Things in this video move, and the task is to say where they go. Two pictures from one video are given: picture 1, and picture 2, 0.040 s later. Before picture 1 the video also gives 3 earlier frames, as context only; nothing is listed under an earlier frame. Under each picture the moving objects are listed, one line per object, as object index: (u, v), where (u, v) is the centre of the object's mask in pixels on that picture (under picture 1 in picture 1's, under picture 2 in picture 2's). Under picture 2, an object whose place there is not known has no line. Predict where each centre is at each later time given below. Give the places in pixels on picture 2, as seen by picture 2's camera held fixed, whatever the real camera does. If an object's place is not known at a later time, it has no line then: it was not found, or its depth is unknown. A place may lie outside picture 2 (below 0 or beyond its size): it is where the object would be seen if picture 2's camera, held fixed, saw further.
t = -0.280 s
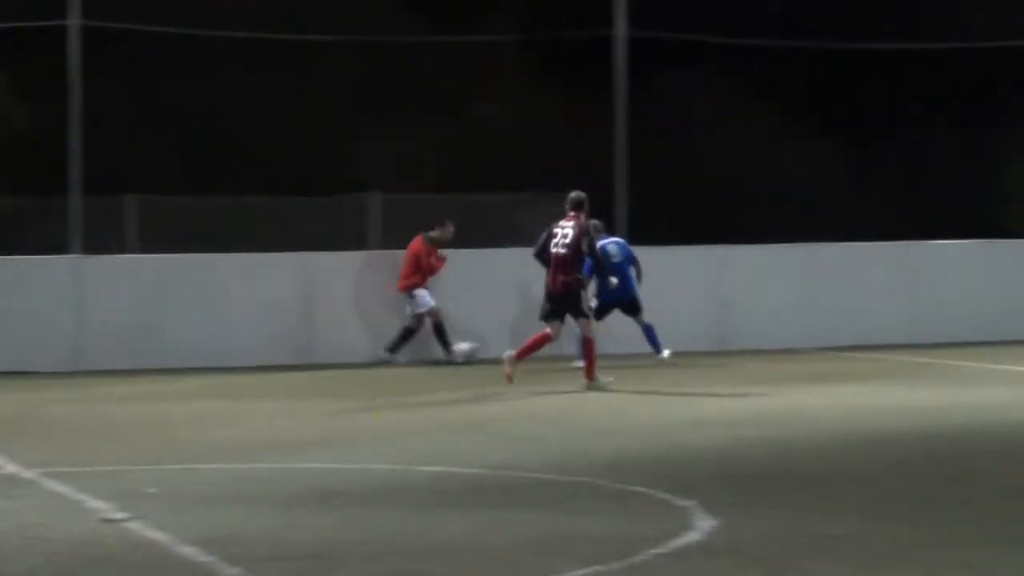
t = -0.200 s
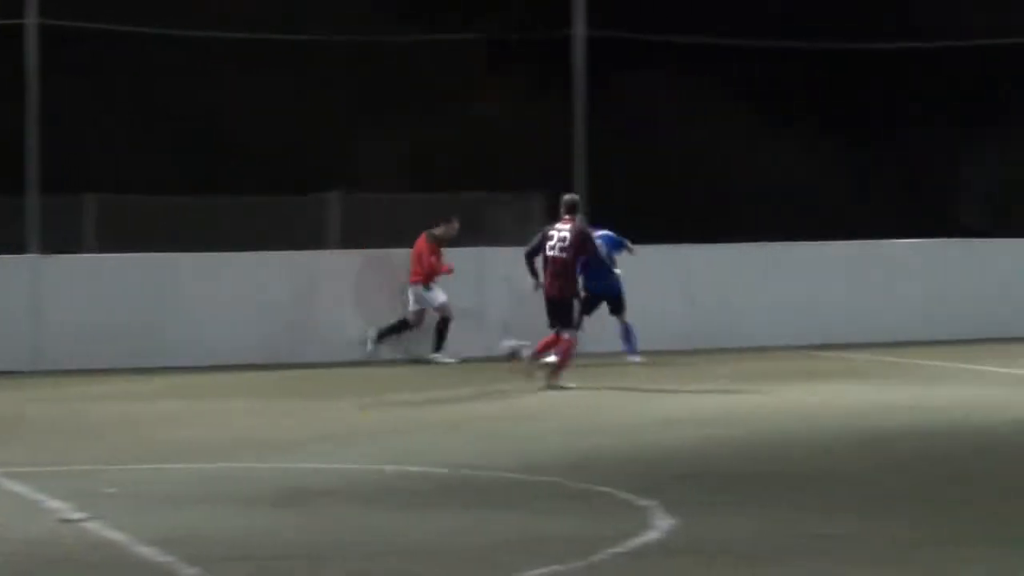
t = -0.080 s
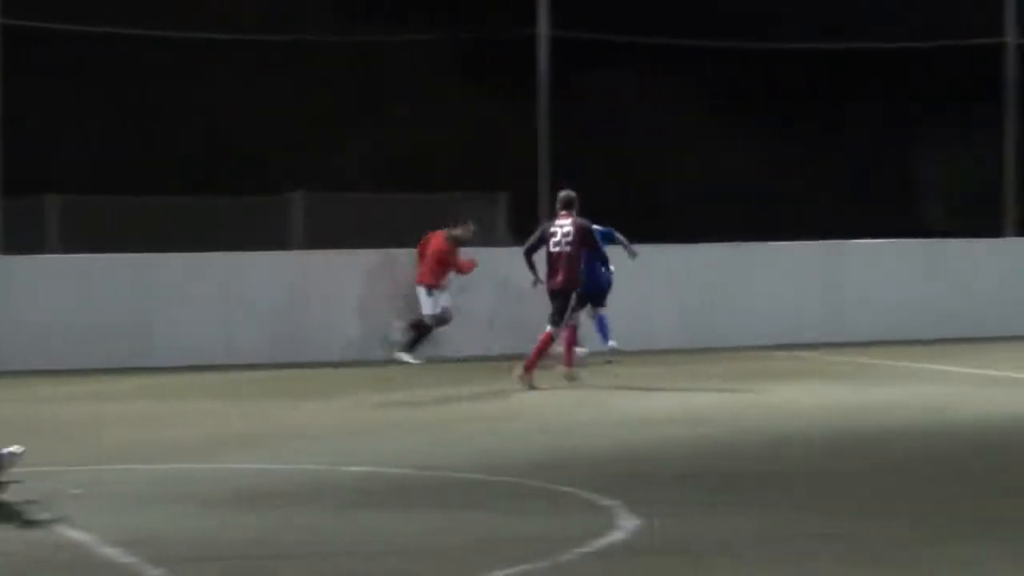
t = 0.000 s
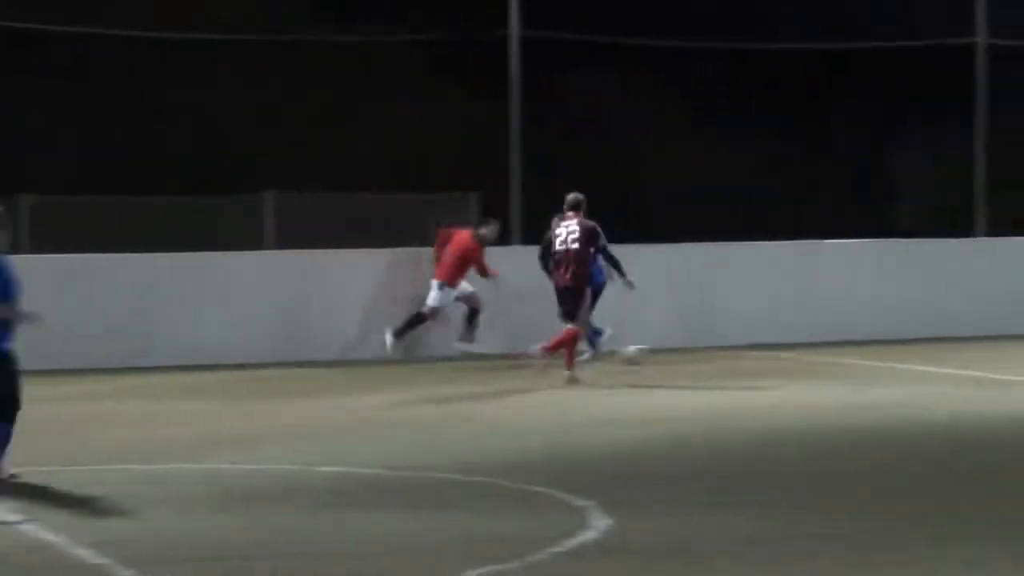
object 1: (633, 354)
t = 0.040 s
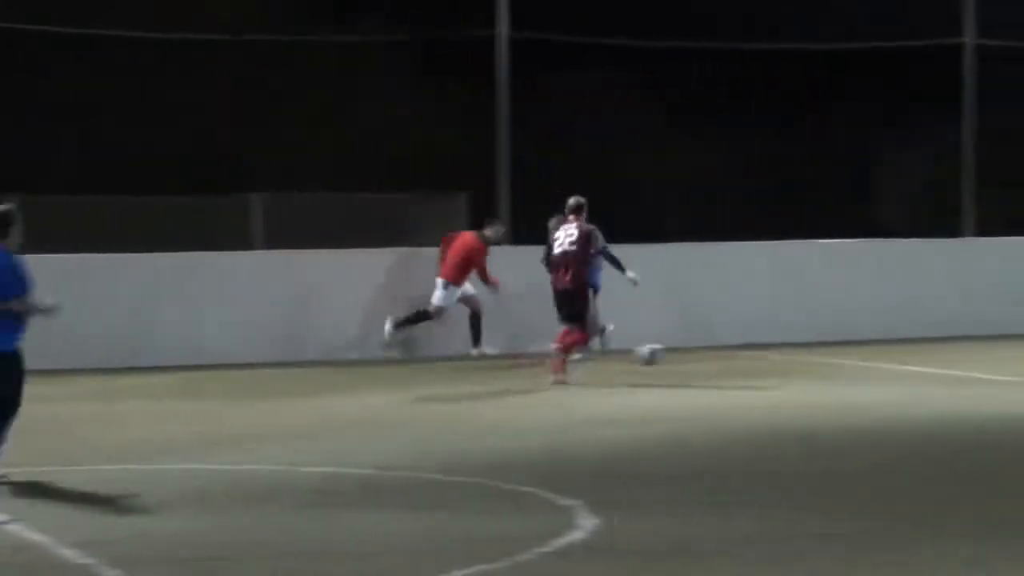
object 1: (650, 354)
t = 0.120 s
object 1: (701, 358)
